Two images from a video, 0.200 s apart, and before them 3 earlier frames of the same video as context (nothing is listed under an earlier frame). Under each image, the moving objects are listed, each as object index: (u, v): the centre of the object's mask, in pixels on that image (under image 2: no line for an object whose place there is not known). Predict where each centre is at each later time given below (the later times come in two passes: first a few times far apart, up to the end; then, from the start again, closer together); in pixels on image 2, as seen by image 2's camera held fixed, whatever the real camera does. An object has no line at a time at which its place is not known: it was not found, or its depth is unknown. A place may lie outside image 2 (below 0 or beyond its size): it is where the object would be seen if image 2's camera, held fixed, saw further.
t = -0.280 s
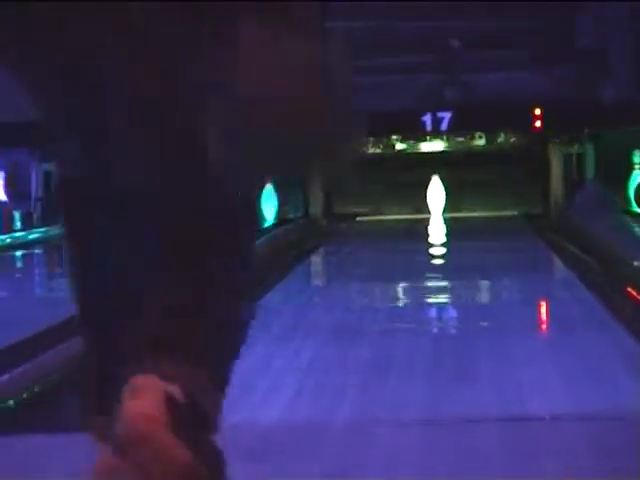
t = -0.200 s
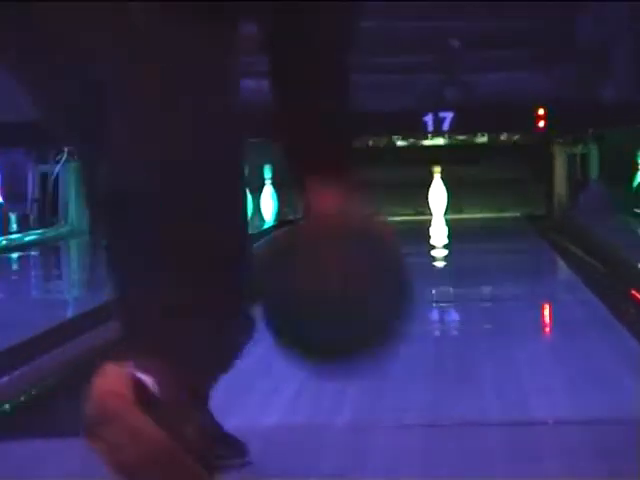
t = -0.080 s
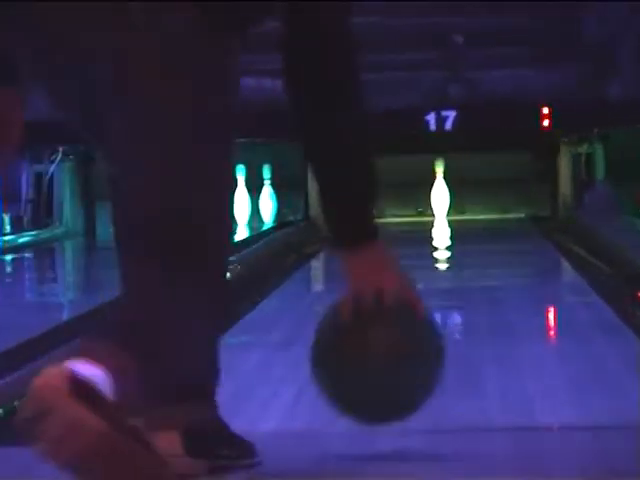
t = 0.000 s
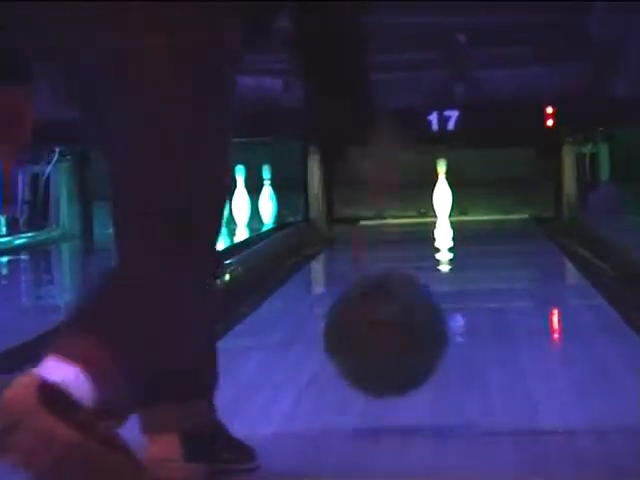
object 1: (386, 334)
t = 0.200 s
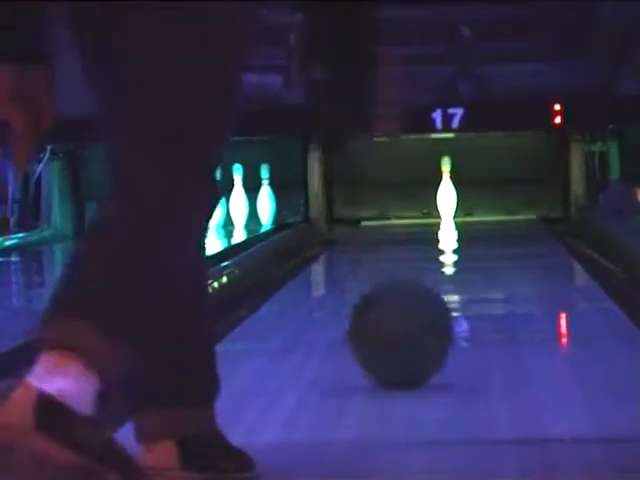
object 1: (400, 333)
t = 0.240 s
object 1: (402, 330)
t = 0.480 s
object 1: (406, 305)
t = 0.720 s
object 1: (412, 290)
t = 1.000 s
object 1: (415, 271)
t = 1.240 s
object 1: (417, 261)
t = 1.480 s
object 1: (419, 251)
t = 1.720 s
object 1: (420, 242)
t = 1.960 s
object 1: (421, 238)
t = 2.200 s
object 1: (422, 232)
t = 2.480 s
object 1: (423, 224)
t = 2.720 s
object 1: (423, 223)
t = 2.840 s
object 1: (424, 221)
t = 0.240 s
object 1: (402, 330)
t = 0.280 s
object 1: (403, 325)
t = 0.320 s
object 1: (405, 322)
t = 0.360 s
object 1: (406, 316)
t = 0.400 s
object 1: (406, 312)
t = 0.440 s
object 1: (406, 310)
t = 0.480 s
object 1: (406, 305)
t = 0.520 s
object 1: (407, 302)
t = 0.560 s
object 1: (408, 298)
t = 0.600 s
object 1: (410, 297)
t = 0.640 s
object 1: (410, 296)
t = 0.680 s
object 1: (411, 294)
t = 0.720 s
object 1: (412, 290)
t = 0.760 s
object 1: (412, 288)
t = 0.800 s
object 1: (413, 284)
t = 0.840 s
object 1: (413, 285)
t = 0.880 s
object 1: (413, 279)
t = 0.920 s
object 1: (414, 276)
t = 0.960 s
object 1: (414, 273)
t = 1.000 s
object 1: (415, 271)
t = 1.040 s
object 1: (415, 270)
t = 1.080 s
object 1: (415, 269)
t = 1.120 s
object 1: (416, 267)
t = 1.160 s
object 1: (416, 266)
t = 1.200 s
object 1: (417, 264)
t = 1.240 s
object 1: (417, 261)
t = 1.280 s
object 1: (418, 258)
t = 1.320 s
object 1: (418, 258)
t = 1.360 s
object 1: (418, 255)
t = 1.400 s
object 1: (418, 254)
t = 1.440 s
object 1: (419, 253)
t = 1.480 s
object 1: (419, 251)
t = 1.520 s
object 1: (419, 250)
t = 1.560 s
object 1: (420, 247)
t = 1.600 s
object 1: (420, 246)
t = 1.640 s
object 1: (420, 245)
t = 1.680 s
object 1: (420, 243)
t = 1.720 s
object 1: (420, 242)
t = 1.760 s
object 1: (420, 242)
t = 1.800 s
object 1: (420, 242)
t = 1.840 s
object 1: (420, 241)
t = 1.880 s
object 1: (421, 240)
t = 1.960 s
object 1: (421, 238)
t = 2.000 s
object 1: (421, 237)
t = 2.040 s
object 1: (421, 237)
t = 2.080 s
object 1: (422, 235)
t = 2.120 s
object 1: (422, 234)
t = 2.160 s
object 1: (422, 234)
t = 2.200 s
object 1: (422, 232)
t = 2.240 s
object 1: (422, 232)
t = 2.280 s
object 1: (423, 229)
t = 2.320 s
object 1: (423, 229)
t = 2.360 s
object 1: (424, 229)
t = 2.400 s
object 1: (423, 226)
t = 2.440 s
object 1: (423, 226)
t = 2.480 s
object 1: (423, 224)
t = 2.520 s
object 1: (424, 225)
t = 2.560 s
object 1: (424, 224)
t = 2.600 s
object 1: (424, 224)
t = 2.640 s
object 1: (424, 224)
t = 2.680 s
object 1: (423, 223)
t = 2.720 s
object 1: (423, 223)
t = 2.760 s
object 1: (424, 222)
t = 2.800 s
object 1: (424, 221)
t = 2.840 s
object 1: (424, 221)
